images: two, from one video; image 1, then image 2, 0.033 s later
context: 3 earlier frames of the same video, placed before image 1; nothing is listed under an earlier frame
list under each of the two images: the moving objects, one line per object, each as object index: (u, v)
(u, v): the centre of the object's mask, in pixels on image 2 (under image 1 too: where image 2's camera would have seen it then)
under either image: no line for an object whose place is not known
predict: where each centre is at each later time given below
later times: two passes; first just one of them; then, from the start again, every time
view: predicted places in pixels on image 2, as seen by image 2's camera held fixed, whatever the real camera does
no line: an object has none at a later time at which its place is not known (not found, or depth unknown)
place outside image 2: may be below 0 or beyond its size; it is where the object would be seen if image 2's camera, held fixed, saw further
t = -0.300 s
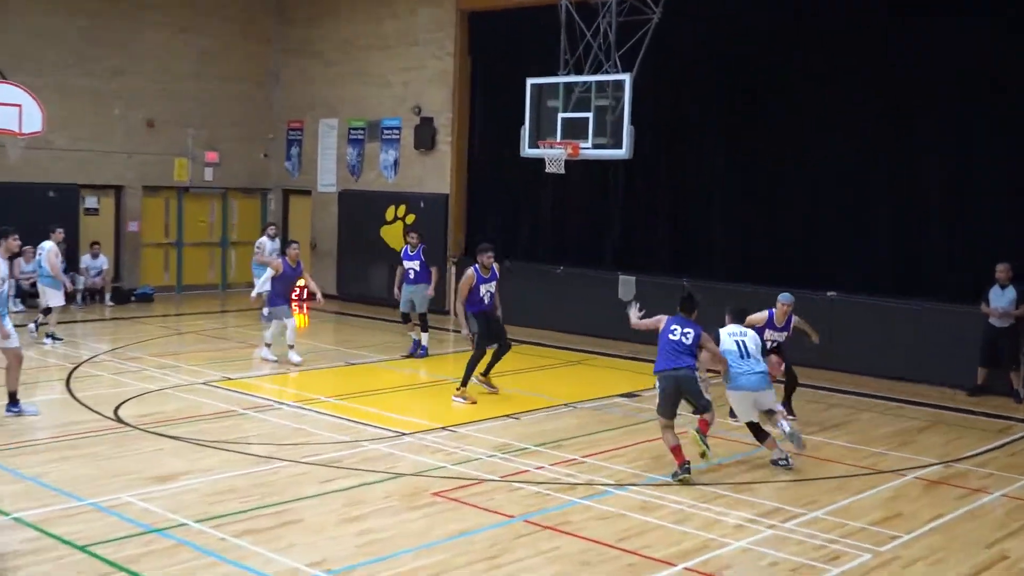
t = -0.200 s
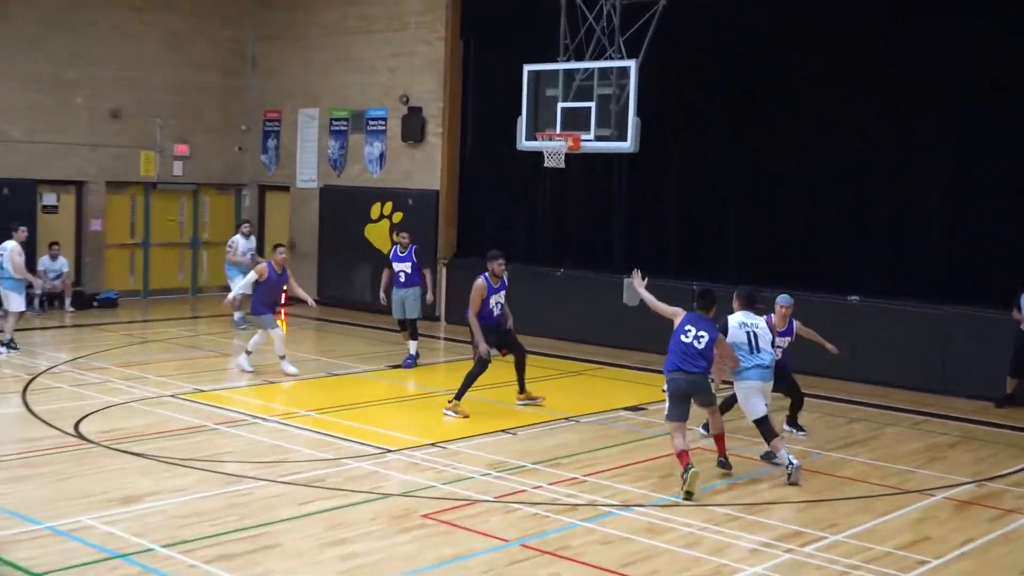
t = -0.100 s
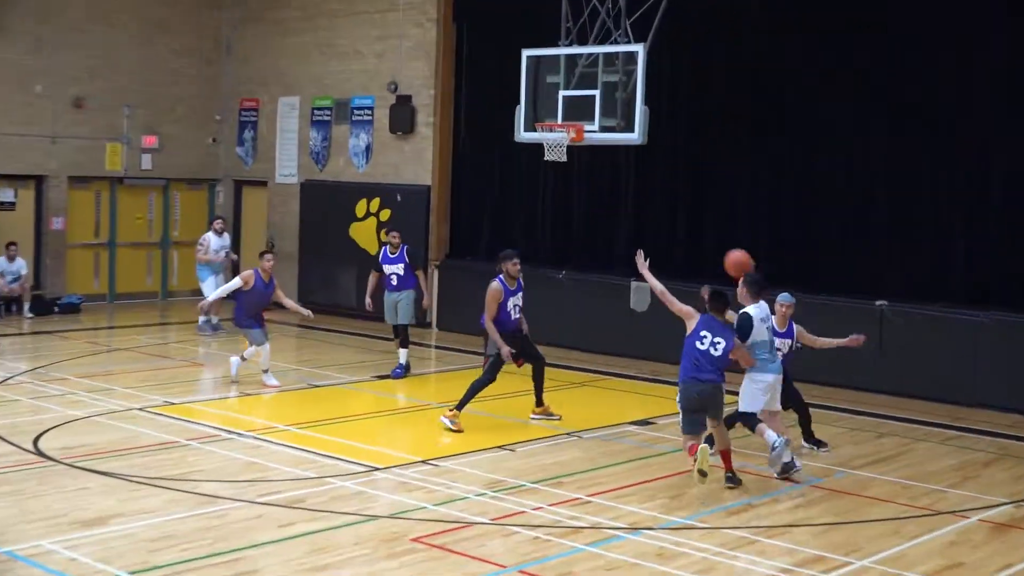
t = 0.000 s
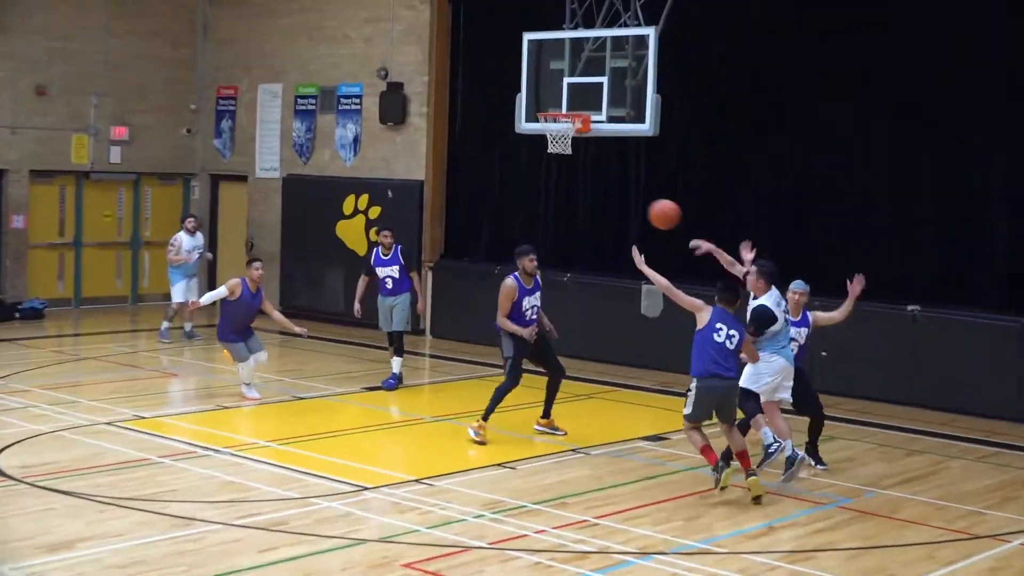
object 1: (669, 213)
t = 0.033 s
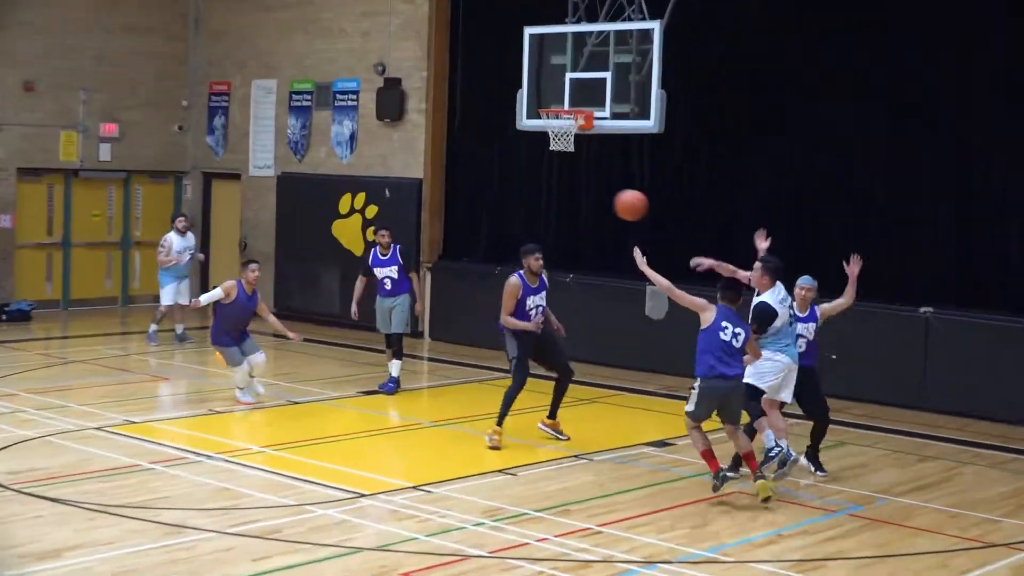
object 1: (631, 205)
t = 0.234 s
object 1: (392, 187)
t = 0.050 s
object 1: (612, 201)
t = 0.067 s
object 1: (593, 197)
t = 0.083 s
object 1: (573, 194)
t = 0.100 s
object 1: (554, 191)
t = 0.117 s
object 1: (535, 188)
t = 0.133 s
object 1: (515, 186)
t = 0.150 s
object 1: (495, 184)
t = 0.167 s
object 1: (475, 183)
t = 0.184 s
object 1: (455, 183)
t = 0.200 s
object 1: (435, 183)
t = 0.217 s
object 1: (413, 185)
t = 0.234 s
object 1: (392, 187)
